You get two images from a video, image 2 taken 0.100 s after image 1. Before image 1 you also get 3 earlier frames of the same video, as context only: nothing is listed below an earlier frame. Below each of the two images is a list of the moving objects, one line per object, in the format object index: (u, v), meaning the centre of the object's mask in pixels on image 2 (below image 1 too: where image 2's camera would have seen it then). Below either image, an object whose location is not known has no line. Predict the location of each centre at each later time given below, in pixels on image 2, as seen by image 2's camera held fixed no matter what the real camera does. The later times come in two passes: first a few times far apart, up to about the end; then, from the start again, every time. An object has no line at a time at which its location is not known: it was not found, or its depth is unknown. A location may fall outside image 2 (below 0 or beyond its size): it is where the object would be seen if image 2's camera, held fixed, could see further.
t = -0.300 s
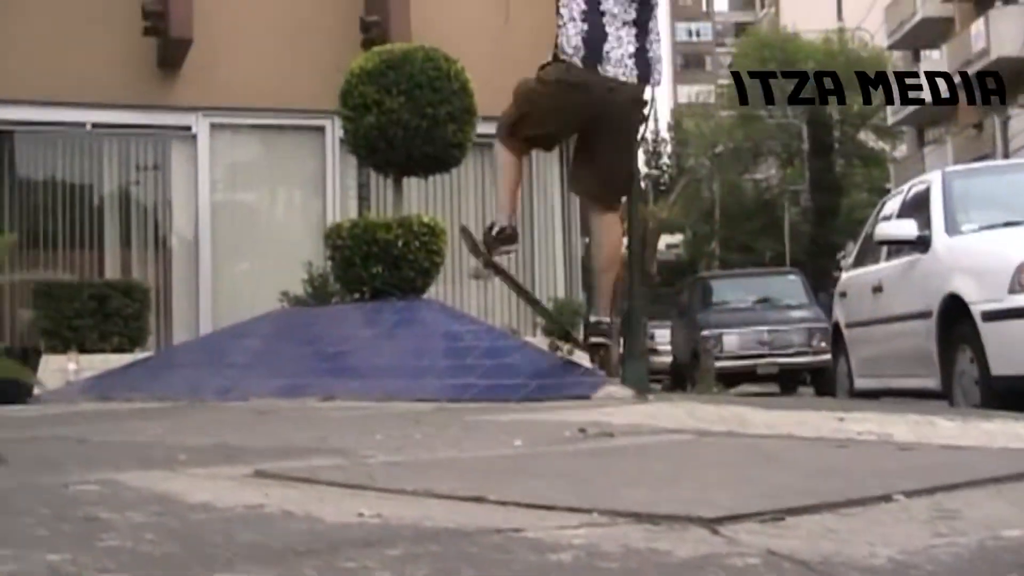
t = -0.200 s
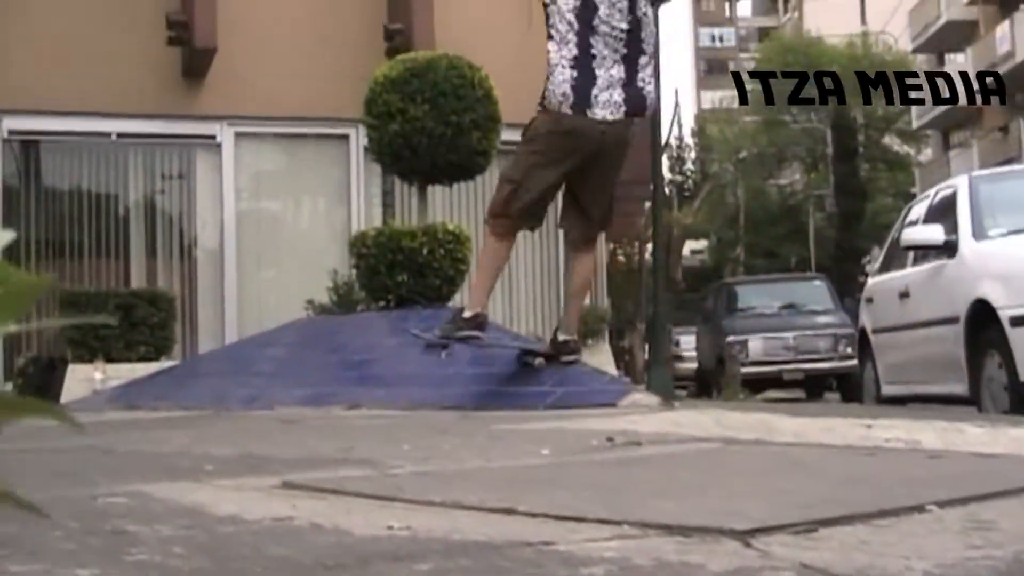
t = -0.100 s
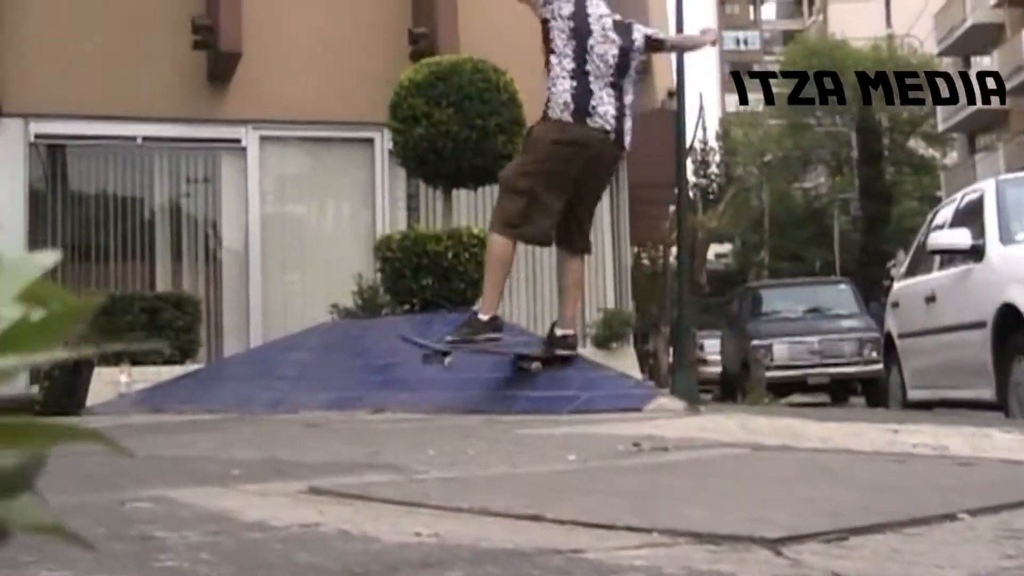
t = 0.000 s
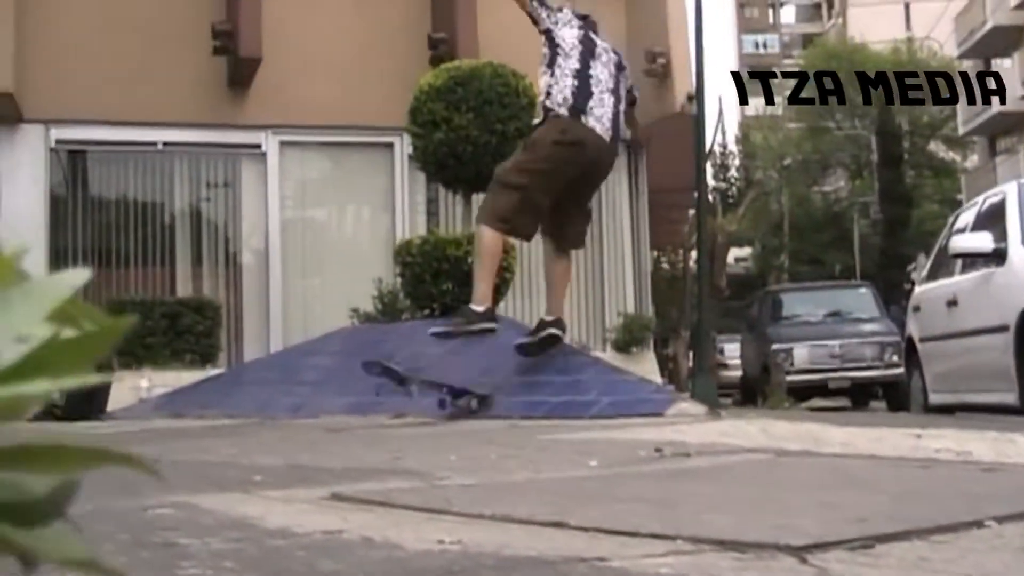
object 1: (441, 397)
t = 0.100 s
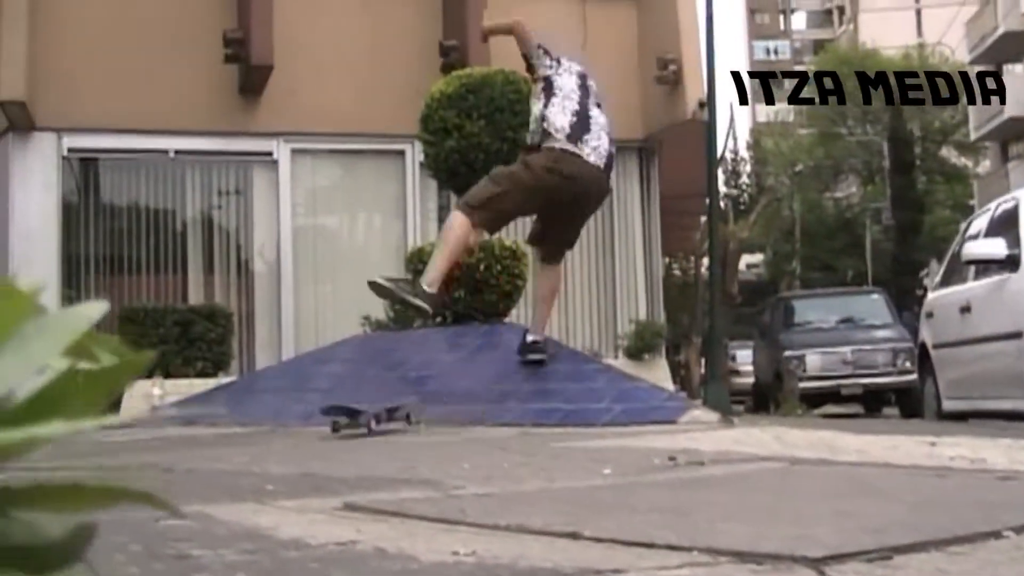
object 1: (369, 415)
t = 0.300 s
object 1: (287, 425)
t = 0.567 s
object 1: (235, 425)
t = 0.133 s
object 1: (351, 416)
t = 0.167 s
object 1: (335, 418)
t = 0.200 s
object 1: (321, 420)
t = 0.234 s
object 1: (309, 424)
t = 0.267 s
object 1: (298, 424)
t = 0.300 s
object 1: (287, 425)
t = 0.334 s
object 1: (278, 424)
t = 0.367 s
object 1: (273, 425)
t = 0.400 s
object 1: (265, 423)
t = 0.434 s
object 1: (259, 424)
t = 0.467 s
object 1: (251, 424)
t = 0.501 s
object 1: (245, 424)
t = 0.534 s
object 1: (241, 424)
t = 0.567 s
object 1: (235, 425)
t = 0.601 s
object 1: (229, 425)
